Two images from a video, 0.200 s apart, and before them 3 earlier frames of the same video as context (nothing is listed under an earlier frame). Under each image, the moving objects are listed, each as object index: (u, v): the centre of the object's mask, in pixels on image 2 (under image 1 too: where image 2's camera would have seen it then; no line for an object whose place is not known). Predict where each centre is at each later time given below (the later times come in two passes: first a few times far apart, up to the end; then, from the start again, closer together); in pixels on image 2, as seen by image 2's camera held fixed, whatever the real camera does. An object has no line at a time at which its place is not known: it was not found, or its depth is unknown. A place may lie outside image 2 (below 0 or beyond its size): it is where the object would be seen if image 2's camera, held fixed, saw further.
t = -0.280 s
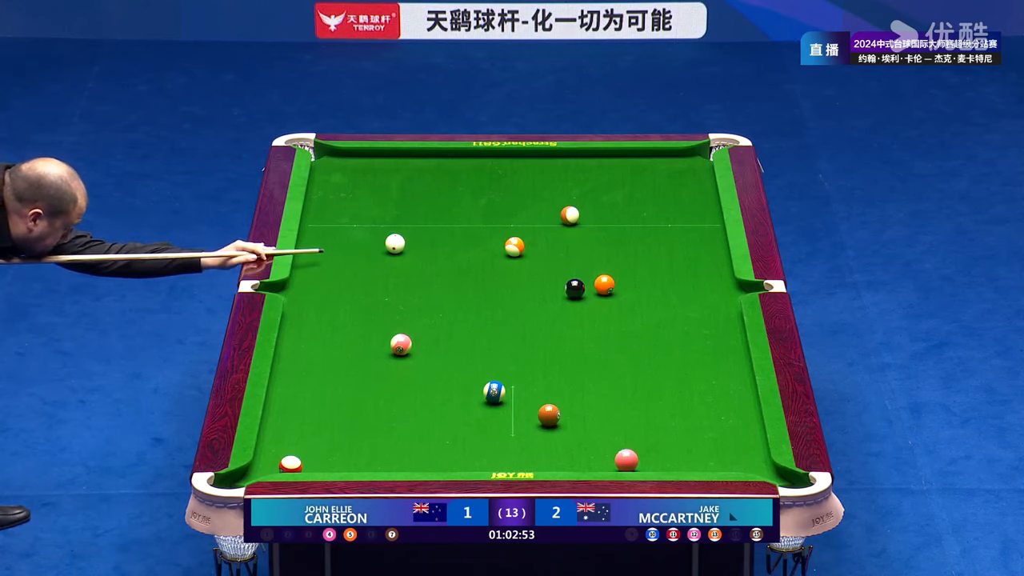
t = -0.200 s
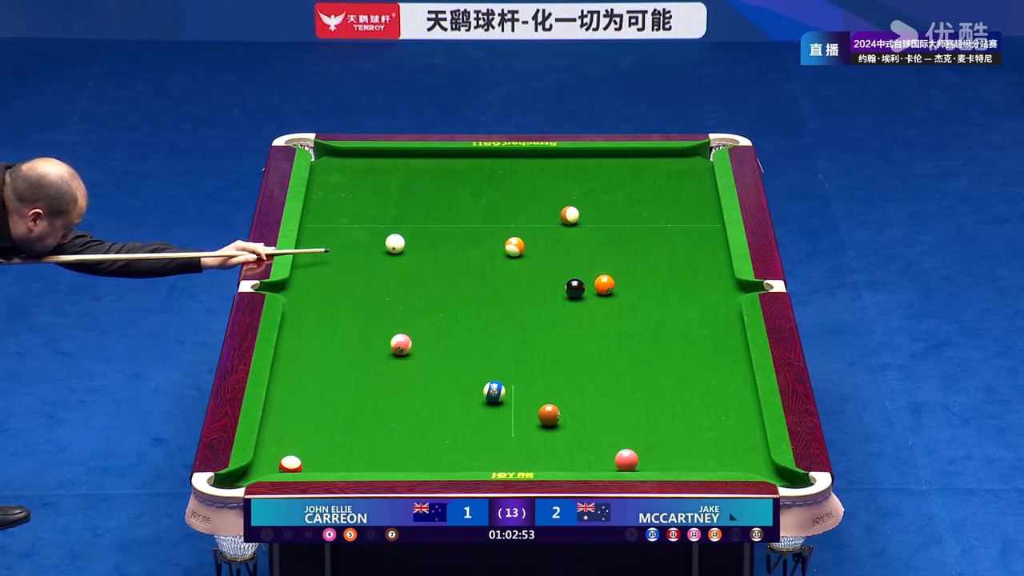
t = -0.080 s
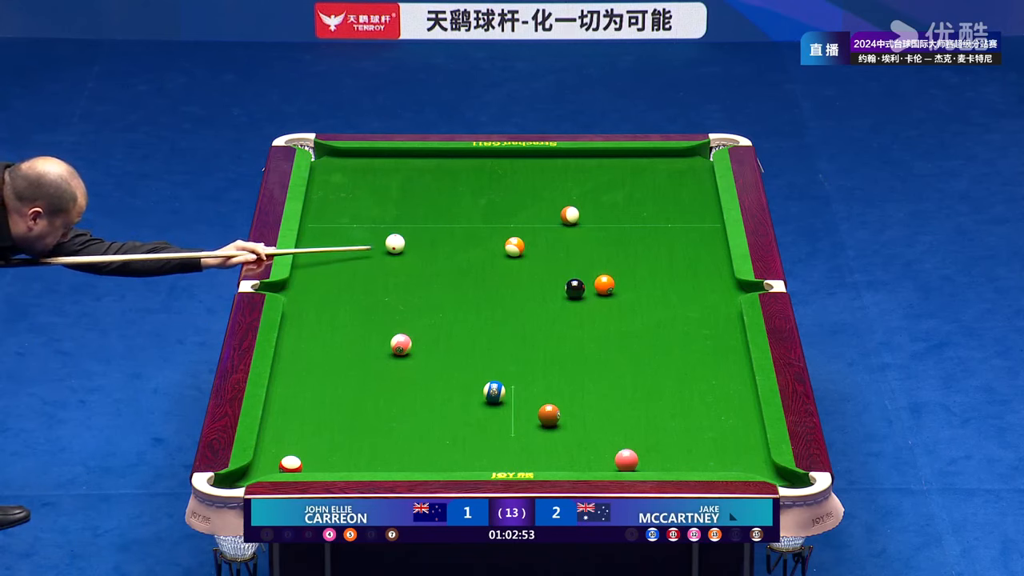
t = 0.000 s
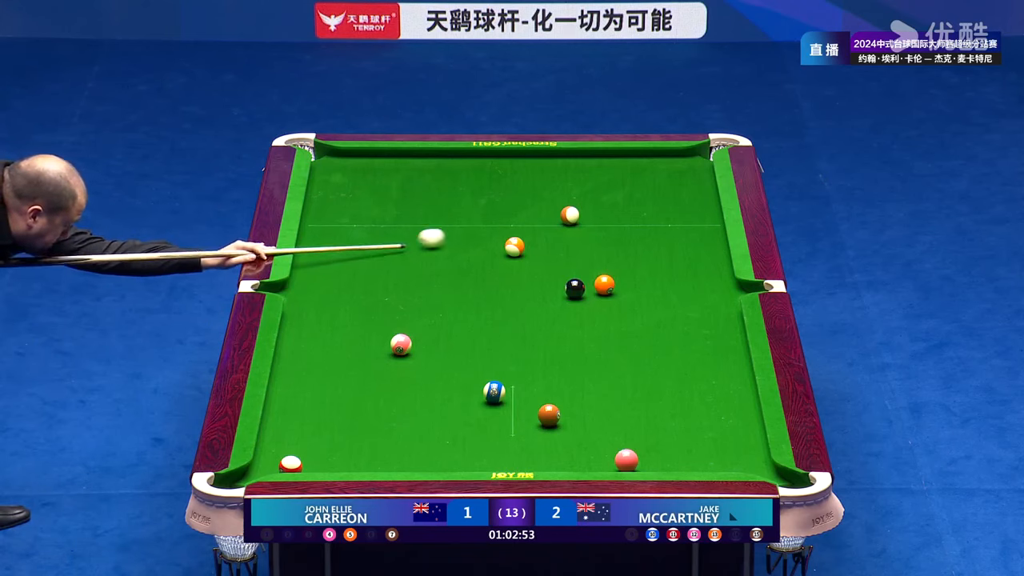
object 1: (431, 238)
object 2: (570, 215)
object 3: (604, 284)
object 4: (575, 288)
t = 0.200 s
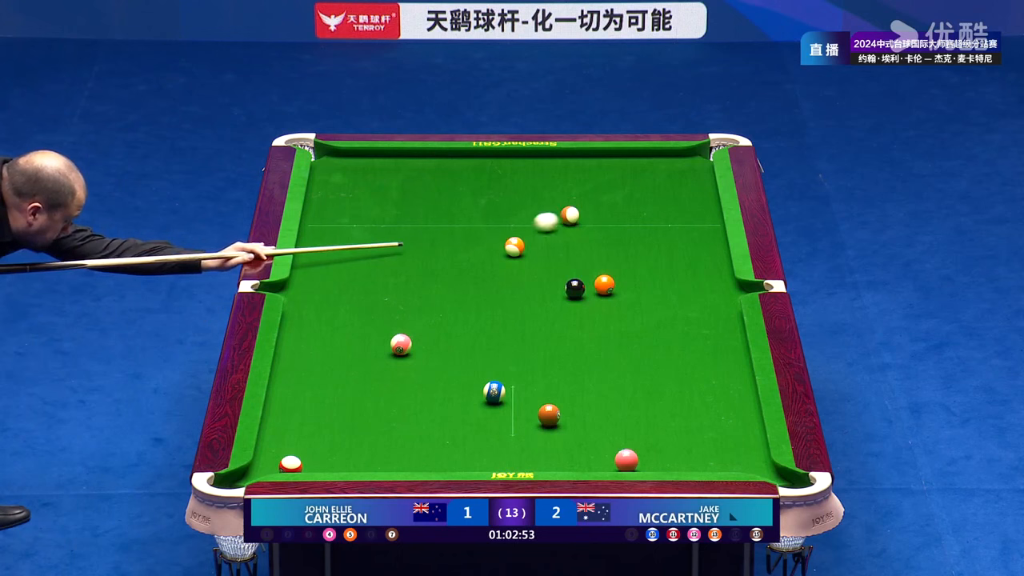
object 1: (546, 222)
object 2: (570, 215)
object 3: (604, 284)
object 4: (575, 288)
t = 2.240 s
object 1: (632, 277)
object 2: (634, 186)
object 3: (604, 284)
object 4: (575, 288)
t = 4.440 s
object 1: (618, 282)
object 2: (579, 223)
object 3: (593, 290)
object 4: (566, 289)
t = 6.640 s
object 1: (618, 282)
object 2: (575, 225)
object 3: (593, 289)
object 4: (566, 289)
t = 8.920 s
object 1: (618, 282)
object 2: (575, 225)
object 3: (593, 289)
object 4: (566, 289)
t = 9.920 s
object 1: (618, 282)
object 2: (575, 225)
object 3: (593, 289)
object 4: (566, 289)
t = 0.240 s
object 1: (561, 221)
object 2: (575, 213)
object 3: (604, 284)
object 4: (575, 288)
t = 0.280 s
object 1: (569, 222)
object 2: (584, 209)
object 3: (604, 284)
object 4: (575, 288)
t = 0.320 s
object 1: (576, 224)
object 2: (593, 206)
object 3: (604, 284)
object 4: (575, 288)
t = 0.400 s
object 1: (590, 226)
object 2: (610, 198)
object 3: (604, 284)
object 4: (575, 288)
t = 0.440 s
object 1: (597, 227)
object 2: (617, 195)
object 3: (604, 284)
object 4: (575, 288)
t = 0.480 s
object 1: (604, 229)
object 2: (624, 193)
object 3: (604, 284)
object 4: (575, 288)
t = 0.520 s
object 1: (610, 230)
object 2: (632, 190)
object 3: (604, 284)
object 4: (575, 288)
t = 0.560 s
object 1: (617, 231)
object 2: (638, 187)
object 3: (604, 284)
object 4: (575, 288)
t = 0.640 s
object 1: (630, 233)
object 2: (652, 181)
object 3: (604, 284)
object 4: (575, 288)
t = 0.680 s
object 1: (637, 234)
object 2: (659, 179)
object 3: (604, 284)
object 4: (575, 288)
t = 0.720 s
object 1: (643, 236)
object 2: (666, 176)
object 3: (604, 284)
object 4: (575, 288)
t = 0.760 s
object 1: (650, 237)
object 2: (672, 173)
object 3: (604, 284)
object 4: (574, 288)
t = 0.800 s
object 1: (656, 238)
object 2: (679, 170)
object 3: (604, 284)
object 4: (575, 288)
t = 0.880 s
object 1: (669, 240)
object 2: (692, 165)
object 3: (604, 284)
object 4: (575, 288)
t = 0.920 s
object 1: (676, 242)
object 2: (699, 163)
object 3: (604, 284)
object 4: (575, 288)
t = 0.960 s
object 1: (682, 243)
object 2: (703, 160)
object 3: (604, 284)
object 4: (574, 288)
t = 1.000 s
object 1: (688, 244)
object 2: (698, 158)
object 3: (604, 284)
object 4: (575, 288)
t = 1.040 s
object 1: (694, 245)
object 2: (694, 156)
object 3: (604, 284)
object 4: (575, 288)
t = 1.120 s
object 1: (707, 247)
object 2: (685, 153)
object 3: (604, 284)
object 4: (575, 288)
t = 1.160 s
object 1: (713, 248)
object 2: (683, 153)
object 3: (604, 284)
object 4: (575, 288)
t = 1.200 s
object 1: (719, 250)
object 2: (681, 155)
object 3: (604, 284)
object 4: (575, 288)
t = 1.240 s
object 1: (717, 251)
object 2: (679, 156)
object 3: (604, 284)
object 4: (575, 288)
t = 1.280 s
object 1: (713, 252)
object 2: (677, 157)
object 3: (604, 284)
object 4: (575, 288)
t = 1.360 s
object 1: (705, 254)
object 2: (673, 161)
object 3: (604, 284)
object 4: (575, 288)
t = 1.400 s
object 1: (702, 255)
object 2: (671, 162)
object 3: (604, 284)
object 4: (575, 288)
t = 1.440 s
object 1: (698, 257)
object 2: (669, 163)
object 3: (604, 284)
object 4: (575, 288)
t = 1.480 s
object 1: (694, 258)
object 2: (667, 164)
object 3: (604, 284)
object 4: (575, 288)
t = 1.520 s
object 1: (691, 259)
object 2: (665, 166)
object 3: (604, 284)
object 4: (575, 288)
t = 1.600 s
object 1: (684, 261)
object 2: (661, 168)
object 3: (604, 284)
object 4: (575, 288)
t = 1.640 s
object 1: (680, 262)
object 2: (659, 169)
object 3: (604, 284)
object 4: (574, 288)
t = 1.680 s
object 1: (677, 263)
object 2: (658, 171)
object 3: (604, 284)
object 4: (575, 288)
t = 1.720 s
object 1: (673, 264)
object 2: (656, 172)
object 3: (604, 284)
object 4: (575, 288)
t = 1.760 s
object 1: (670, 265)
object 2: (653, 173)
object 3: (604, 284)
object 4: (574, 288)
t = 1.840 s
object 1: (663, 267)
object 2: (650, 175)
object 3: (604, 284)
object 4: (575, 288)
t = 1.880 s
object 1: (660, 268)
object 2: (649, 177)
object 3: (604, 284)
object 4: (575, 288)
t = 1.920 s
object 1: (657, 269)
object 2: (647, 178)
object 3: (604, 284)
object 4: (575, 288)
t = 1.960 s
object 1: (653, 270)
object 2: (645, 179)
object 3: (604, 284)
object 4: (575, 288)
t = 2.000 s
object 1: (650, 271)
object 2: (643, 180)
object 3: (604, 284)
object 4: (575, 288)
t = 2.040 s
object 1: (647, 272)
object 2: (642, 181)
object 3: (604, 284)
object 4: (575, 288)
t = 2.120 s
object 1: (641, 274)
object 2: (639, 183)
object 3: (604, 284)
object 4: (575, 288)
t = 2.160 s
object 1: (638, 275)
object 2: (637, 184)
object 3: (604, 284)
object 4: (575, 288)
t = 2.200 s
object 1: (635, 276)
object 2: (636, 185)
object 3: (604, 284)
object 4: (575, 288)
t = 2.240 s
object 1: (632, 277)
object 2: (634, 186)
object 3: (604, 284)
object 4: (575, 288)
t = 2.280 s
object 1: (629, 278)
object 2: (632, 188)
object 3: (604, 284)
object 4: (575, 288)
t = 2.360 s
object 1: (623, 280)
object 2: (629, 190)
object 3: (604, 284)
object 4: (574, 288)
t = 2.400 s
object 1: (621, 280)
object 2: (628, 191)
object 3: (604, 285)
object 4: (574, 288)
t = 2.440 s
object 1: (621, 280)
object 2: (626, 192)
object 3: (602, 285)
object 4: (574, 288)
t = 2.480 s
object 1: (620, 281)
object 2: (625, 193)
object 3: (600, 286)
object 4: (575, 288)
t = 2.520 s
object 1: (620, 281)
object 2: (623, 194)
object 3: (599, 286)
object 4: (575, 288)
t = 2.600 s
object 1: (619, 281)
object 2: (621, 196)
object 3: (595, 287)
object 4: (574, 289)
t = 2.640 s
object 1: (619, 281)
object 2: (619, 197)
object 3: (594, 287)
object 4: (574, 289)
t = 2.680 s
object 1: (619, 282)
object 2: (618, 198)
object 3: (594, 287)
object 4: (573, 289)
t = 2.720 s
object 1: (619, 282)
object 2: (616, 199)
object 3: (594, 288)
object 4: (572, 289)
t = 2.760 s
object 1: (619, 282)
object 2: (615, 199)
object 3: (594, 288)
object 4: (571, 289)
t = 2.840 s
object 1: (618, 282)
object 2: (612, 201)
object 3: (594, 288)
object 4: (570, 289)
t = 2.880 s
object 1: (618, 282)
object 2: (611, 202)
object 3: (594, 288)
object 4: (569, 289)
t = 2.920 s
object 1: (618, 282)
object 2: (610, 203)
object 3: (594, 289)
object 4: (568, 289)
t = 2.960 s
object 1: (618, 282)
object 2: (608, 203)
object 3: (594, 289)
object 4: (568, 289)
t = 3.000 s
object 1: (618, 282)
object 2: (607, 204)
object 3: (594, 289)
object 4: (567, 289)
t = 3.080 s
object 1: (618, 282)
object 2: (605, 206)
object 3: (593, 289)
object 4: (567, 289)
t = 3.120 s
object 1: (618, 282)
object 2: (604, 207)
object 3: (593, 289)
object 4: (566, 289)
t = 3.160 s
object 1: (618, 282)
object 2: (603, 207)
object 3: (593, 290)
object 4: (566, 289)
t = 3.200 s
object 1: (618, 282)
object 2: (602, 208)
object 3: (593, 290)
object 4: (566, 289)
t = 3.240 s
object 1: (618, 282)
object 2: (601, 209)
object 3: (593, 290)
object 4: (566, 289)
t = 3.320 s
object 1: (618, 282)
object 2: (599, 210)
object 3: (593, 290)
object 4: (565, 289)
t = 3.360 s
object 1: (618, 282)
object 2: (598, 211)
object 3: (593, 290)
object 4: (565, 289)
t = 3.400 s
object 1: (618, 282)
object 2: (597, 211)
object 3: (593, 290)
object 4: (565, 289)
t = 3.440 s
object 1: (618, 282)
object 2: (596, 212)
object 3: (593, 290)
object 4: (565, 289)
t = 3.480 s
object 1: (618, 282)
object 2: (595, 213)
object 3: (593, 290)
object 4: (565, 289)
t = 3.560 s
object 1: (618, 282)
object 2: (593, 214)
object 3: (593, 290)
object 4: (565, 289)
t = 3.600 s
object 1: (618, 282)
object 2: (592, 215)
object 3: (593, 290)
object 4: (566, 289)
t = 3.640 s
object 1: (618, 282)
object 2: (592, 215)
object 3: (593, 290)
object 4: (565, 289)
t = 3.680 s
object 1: (618, 282)
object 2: (591, 216)
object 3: (593, 290)
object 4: (565, 289)
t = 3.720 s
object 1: (618, 282)
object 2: (590, 217)
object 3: (593, 290)
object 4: (566, 289)
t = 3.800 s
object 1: (618, 282)
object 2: (589, 217)
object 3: (593, 290)
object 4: (566, 289)
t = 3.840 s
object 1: (618, 282)
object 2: (588, 218)
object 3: (593, 290)
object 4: (566, 289)
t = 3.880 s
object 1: (618, 282)
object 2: (587, 218)
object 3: (593, 290)
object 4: (566, 289)
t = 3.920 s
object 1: (618, 282)
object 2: (587, 219)
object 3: (593, 290)
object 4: (566, 289)
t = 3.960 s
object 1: (618, 282)
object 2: (586, 219)
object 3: (593, 290)
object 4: (566, 289)
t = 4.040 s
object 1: (618, 282)
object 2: (584, 220)
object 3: (593, 290)
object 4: (566, 289)
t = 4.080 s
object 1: (618, 282)
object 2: (584, 220)
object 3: (593, 290)
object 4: (566, 289)
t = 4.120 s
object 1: (618, 282)
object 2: (583, 221)
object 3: (593, 290)
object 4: (566, 289)
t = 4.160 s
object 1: (618, 282)
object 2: (582, 221)
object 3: (593, 290)
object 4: (566, 289)
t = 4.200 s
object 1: (618, 282)
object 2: (582, 221)
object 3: (593, 290)
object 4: (566, 289)
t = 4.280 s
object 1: (618, 282)
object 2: (581, 222)
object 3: (593, 290)
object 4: (565, 289)
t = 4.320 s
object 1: (618, 282)
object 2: (580, 222)
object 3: (593, 290)
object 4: (566, 289)
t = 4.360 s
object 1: (618, 282)
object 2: (580, 222)
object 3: (593, 290)
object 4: (566, 289)
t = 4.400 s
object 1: (618, 282)
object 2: (579, 223)
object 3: (593, 290)
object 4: (566, 289)
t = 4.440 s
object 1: (618, 282)
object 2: (579, 223)
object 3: (593, 290)
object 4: (566, 289)
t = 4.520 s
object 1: (618, 282)
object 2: (578, 223)
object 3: (593, 290)
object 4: (565, 289)
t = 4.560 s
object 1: (618, 282)
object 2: (578, 224)
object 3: (593, 290)
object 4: (565, 289)
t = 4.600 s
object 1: (618, 282)
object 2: (577, 224)
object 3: (593, 290)
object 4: (566, 289)
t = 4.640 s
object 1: (618, 282)
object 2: (577, 224)
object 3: (593, 290)
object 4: (566, 289)
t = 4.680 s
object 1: (618, 282)
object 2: (577, 224)
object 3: (593, 290)
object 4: (566, 289)
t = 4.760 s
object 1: (618, 282)
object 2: (576, 224)
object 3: (593, 290)
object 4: (566, 289)
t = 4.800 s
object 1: (618, 282)
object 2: (576, 224)
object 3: (593, 290)
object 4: (566, 289)
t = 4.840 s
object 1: (618, 282)
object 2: (576, 224)
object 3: (593, 290)
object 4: (566, 289)
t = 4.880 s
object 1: (618, 282)
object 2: (576, 225)
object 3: (593, 290)
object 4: (566, 289)
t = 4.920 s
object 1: (618, 282)
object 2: (575, 225)
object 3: (593, 290)
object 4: (566, 289)
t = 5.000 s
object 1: (618, 282)
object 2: (575, 225)
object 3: (593, 290)
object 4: (566, 289)
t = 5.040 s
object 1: (618, 282)
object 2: (575, 225)
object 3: (593, 290)
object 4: (566, 289)
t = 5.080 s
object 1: (618, 282)
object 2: (575, 225)
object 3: (593, 290)
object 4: (566, 289)
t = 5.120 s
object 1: (618, 282)
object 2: (575, 225)
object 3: (593, 290)
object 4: (566, 289)
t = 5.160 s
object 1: (618, 282)
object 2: (575, 225)
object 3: (593, 290)
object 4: (565, 289)
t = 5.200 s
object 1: (618, 282)
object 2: (575, 225)
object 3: (593, 289)
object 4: (566, 289)
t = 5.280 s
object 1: (618, 282)
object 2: (575, 225)
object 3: (593, 289)
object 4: (566, 289)
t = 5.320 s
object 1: (618, 282)
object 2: (575, 225)
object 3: (593, 289)
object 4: (566, 289)
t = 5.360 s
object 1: (618, 282)
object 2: (575, 225)
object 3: (593, 289)
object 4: (566, 289)
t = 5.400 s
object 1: (618, 282)
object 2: (575, 225)
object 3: (593, 289)
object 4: (566, 289)
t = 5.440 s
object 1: (618, 282)
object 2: (575, 225)
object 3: (593, 289)
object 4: (566, 289)
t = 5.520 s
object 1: (618, 282)
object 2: (575, 225)
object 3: (593, 289)
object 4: (566, 289)
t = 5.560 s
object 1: (618, 282)
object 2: (575, 225)
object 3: (593, 289)
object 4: (566, 289)
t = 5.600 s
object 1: (618, 282)
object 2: (575, 225)
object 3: (593, 289)
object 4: (566, 289)
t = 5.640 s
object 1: (618, 282)
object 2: (575, 225)
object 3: (593, 289)
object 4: (566, 289)
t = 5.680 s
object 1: (618, 282)
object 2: (575, 225)
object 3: (593, 289)
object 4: (566, 289)
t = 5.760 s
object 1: (618, 282)
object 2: (575, 225)
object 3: (593, 289)
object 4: (566, 289)
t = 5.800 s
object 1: (618, 282)
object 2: (575, 225)
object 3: (593, 289)
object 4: (566, 289)
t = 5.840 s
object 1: (618, 282)
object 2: (575, 225)
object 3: (593, 289)
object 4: (566, 289)
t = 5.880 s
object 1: (618, 282)
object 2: (575, 225)
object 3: (593, 289)
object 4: (566, 289)
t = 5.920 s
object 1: (618, 282)
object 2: (575, 225)
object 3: (593, 289)
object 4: (566, 289)
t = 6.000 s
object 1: (618, 282)
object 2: (575, 225)
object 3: (593, 289)
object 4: (566, 289)
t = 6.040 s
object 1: (618, 282)
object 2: (575, 225)
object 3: (593, 289)
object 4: (566, 289)
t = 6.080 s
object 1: (618, 282)
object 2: (575, 225)
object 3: (593, 289)
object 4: (566, 289)
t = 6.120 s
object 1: (618, 282)
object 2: (575, 225)
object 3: (593, 289)
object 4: (566, 289)
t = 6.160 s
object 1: (618, 282)
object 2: (575, 225)
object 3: (593, 289)
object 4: (566, 289)
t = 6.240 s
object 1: (618, 282)
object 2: (575, 225)
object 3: (593, 289)
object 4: (566, 289)
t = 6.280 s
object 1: (618, 282)
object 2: (575, 225)
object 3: (593, 289)
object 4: (566, 289)
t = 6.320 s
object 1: (618, 282)
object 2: (575, 225)
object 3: (593, 289)
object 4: (566, 289)
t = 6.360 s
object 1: (618, 282)
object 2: (575, 225)
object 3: (593, 289)
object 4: (566, 289)
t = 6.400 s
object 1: (618, 282)
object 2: (575, 225)
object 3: (593, 289)
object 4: (566, 289)
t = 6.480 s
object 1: (618, 282)
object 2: (575, 225)
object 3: (593, 289)
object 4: (566, 289)
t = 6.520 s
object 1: (618, 282)
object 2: (575, 225)
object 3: (593, 289)
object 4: (566, 289)
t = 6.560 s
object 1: (618, 282)
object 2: (575, 225)
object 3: (593, 289)
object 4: (566, 289)
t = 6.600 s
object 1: (618, 282)
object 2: (575, 225)
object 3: (593, 289)
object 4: (566, 289)
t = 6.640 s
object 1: (618, 282)
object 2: (575, 225)
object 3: (593, 289)
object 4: (566, 289)
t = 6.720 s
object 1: (618, 282)
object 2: (575, 225)
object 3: (593, 289)
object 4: (566, 289)
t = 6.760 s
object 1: (618, 282)
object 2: (575, 225)
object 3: (593, 289)
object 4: (566, 289)
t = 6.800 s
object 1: (618, 282)
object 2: (575, 225)
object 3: (593, 289)
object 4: (566, 289)
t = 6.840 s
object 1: (618, 282)
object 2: (575, 225)
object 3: (593, 289)
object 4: (566, 289)
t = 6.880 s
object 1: (618, 282)
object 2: (575, 225)
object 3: (593, 289)
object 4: (566, 289)
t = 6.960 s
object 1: (618, 282)
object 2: (575, 225)
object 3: (593, 289)
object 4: (566, 289)
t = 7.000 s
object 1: (618, 282)
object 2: (575, 225)
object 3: (593, 289)
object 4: (566, 289)
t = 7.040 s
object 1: (618, 282)
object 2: (575, 225)
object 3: (593, 289)
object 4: (566, 289)
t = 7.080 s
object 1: (618, 282)
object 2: (575, 225)
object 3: (593, 289)
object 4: (566, 289)
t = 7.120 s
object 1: (618, 282)
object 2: (575, 225)
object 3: (593, 289)
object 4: (566, 289)
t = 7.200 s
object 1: (618, 282)
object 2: (575, 225)
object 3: (593, 289)
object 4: (566, 289)
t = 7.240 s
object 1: (618, 282)
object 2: (575, 225)
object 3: (593, 289)
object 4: (566, 289)
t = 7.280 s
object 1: (618, 282)
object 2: (575, 225)
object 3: (593, 289)
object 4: (566, 289)
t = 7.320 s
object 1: (618, 282)
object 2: (575, 225)
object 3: (593, 289)
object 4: (566, 289)
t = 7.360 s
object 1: (618, 282)
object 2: (575, 225)
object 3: (593, 289)
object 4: (566, 289)
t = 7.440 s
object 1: (618, 282)
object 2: (575, 225)
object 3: (593, 289)
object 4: (566, 289)
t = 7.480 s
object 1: (618, 282)
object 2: (575, 225)
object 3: (593, 289)
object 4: (566, 289)
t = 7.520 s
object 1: (618, 282)
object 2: (575, 225)
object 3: (593, 289)
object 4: (566, 289)
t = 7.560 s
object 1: (618, 282)
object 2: (575, 225)
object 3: (593, 289)
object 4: (566, 289)
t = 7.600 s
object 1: (618, 282)
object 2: (575, 225)
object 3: (593, 289)
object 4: (566, 289)
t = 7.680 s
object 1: (618, 282)
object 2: (575, 225)
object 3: (593, 289)
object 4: (566, 289)
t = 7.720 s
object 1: (618, 282)
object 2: (575, 225)
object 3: (593, 289)
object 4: (566, 289)
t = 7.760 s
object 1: (618, 282)
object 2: (575, 225)
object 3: (593, 289)
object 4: (566, 289)
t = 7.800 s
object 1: (618, 282)
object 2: (575, 225)
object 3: (593, 289)
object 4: (566, 289)
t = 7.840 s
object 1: (618, 282)
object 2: (575, 225)
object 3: (593, 289)
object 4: (566, 289)
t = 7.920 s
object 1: (618, 282)
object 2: (575, 225)
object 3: (593, 289)
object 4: (566, 289)
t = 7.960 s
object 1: (618, 282)
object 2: (575, 225)
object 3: (593, 289)
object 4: (566, 289)
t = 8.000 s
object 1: (618, 282)
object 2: (575, 225)
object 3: (593, 289)
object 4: (566, 289)
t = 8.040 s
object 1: (618, 282)
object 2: (575, 225)
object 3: (593, 289)
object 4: (566, 289)
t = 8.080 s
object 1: (618, 282)
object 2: (575, 225)
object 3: (593, 289)
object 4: (566, 289)
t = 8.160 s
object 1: (618, 282)
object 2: (575, 225)
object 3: (593, 289)
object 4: (566, 289)
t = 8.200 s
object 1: (618, 282)
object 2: (575, 225)
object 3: (593, 289)
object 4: (566, 289)
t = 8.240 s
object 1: (618, 282)
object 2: (575, 225)
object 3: (593, 289)
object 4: (566, 289)
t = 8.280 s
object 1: (618, 282)
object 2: (575, 225)
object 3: (593, 289)
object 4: (566, 289)
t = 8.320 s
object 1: (618, 282)
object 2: (575, 225)
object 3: (593, 289)
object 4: (566, 289)
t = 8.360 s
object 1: (618, 282)
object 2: (575, 225)
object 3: (593, 289)
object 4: (566, 289)
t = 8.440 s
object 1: (618, 282)
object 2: (575, 225)
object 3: (593, 289)
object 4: (566, 289)
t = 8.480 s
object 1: (618, 282)
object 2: (575, 225)
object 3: (593, 289)
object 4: (566, 289)
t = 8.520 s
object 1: (618, 282)
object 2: (575, 225)
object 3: (593, 289)
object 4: (566, 289)
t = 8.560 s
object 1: (618, 282)
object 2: (575, 225)
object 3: (593, 289)
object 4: (566, 289)
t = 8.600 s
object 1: (618, 282)
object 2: (575, 225)
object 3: (593, 289)
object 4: (566, 289)
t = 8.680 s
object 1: (618, 282)
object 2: (575, 225)
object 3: (593, 289)
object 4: (566, 289)
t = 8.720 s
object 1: (618, 282)
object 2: (575, 225)
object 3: (593, 289)
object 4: (566, 289)
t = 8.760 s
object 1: (618, 282)
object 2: (575, 225)
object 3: (593, 289)
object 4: (566, 289)
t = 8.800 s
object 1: (618, 282)
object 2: (575, 225)
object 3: (593, 289)
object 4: (566, 289)
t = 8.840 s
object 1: (618, 282)
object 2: (575, 225)
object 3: (593, 289)
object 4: (566, 289)
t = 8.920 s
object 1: (618, 282)
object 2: (575, 225)
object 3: (593, 289)
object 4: (566, 289)
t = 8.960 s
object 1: (618, 282)
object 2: (575, 225)
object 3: (593, 289)
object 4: (566, 289)
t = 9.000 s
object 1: (618, 282)
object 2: (575, 225)
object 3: (593, 289)
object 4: (566, 289)
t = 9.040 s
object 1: (618, 282)
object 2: (575, 225)
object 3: (593, 289)
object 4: (566, 289)
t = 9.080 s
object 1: (618, 282)
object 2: (575, 225)
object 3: (593, 289)
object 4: (566, 289)
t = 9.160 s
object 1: (618, 282)
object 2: (575, 225)
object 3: (593, 289)
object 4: (566, 289)
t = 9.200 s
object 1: (618, 282)
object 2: (575, 225)
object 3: (593, 289)
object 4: (566, 289)
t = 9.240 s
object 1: (618, 282)
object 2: (575, 225)
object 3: (593, 289)
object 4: (566, 289)
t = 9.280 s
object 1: (618, 282)
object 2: (575, 225)
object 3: (593, 289)
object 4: (566, 289)
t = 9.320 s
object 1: (618, 282)
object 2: (575, 225)
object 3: (593, 289)
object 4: (566, 289)
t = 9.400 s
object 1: (618, 282)
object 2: (575, 225)
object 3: (593, 289)
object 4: (566, 289)
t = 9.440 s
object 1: (618, 282)
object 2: (575, 225)
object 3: (593, 289)
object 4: (566, 289)
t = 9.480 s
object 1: (618, 282)
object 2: (575, 225)
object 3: (593, 289)
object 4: (566, 289)
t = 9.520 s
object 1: (618, 282)
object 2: (575, 225)
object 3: (593, 289)
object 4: (566, 289)
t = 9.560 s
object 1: (618, 282)
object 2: (575, 225)
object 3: (593, 289)
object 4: (566, 289)
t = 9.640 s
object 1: (618, 282)
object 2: (575, 225)
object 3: (593, 289)
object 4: (566, 289)
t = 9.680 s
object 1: (618, 282)
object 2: (575, 225)
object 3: (593, 289)
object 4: (566, 289)
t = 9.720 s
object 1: (618, 282)
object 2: (575, 225)
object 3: (593, 289)
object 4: (566, 289)
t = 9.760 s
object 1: (618, 282)
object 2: (575, 225)
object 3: (593, 289)
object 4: (566, 289)
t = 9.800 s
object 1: (618, 282)
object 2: (575, 225)
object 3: (593, 289)
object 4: (566, 289)
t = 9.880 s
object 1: (618, 282)
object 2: (575, 225)
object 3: (593, 289)
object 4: (566, 289)
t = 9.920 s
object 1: (618, 282)
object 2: (575, 225)
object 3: (593, 289)
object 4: (566, 289)
